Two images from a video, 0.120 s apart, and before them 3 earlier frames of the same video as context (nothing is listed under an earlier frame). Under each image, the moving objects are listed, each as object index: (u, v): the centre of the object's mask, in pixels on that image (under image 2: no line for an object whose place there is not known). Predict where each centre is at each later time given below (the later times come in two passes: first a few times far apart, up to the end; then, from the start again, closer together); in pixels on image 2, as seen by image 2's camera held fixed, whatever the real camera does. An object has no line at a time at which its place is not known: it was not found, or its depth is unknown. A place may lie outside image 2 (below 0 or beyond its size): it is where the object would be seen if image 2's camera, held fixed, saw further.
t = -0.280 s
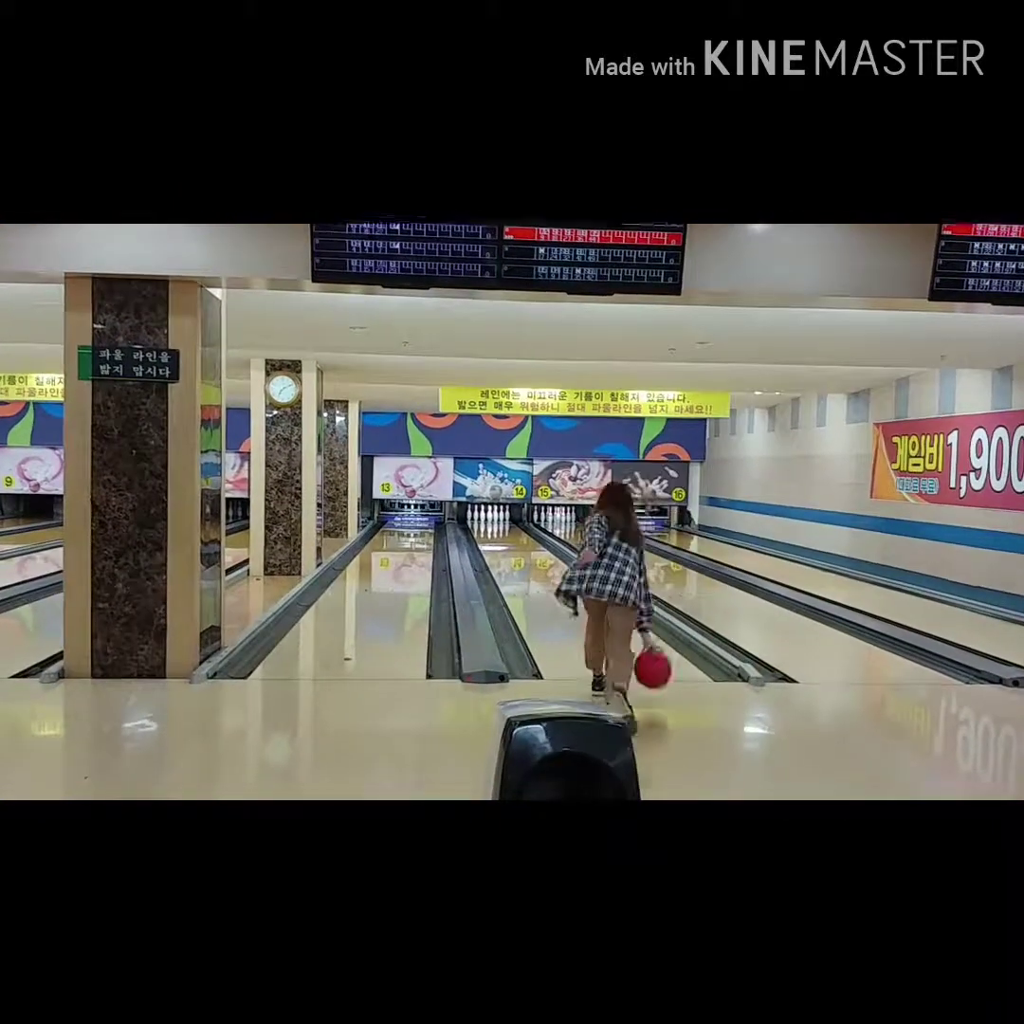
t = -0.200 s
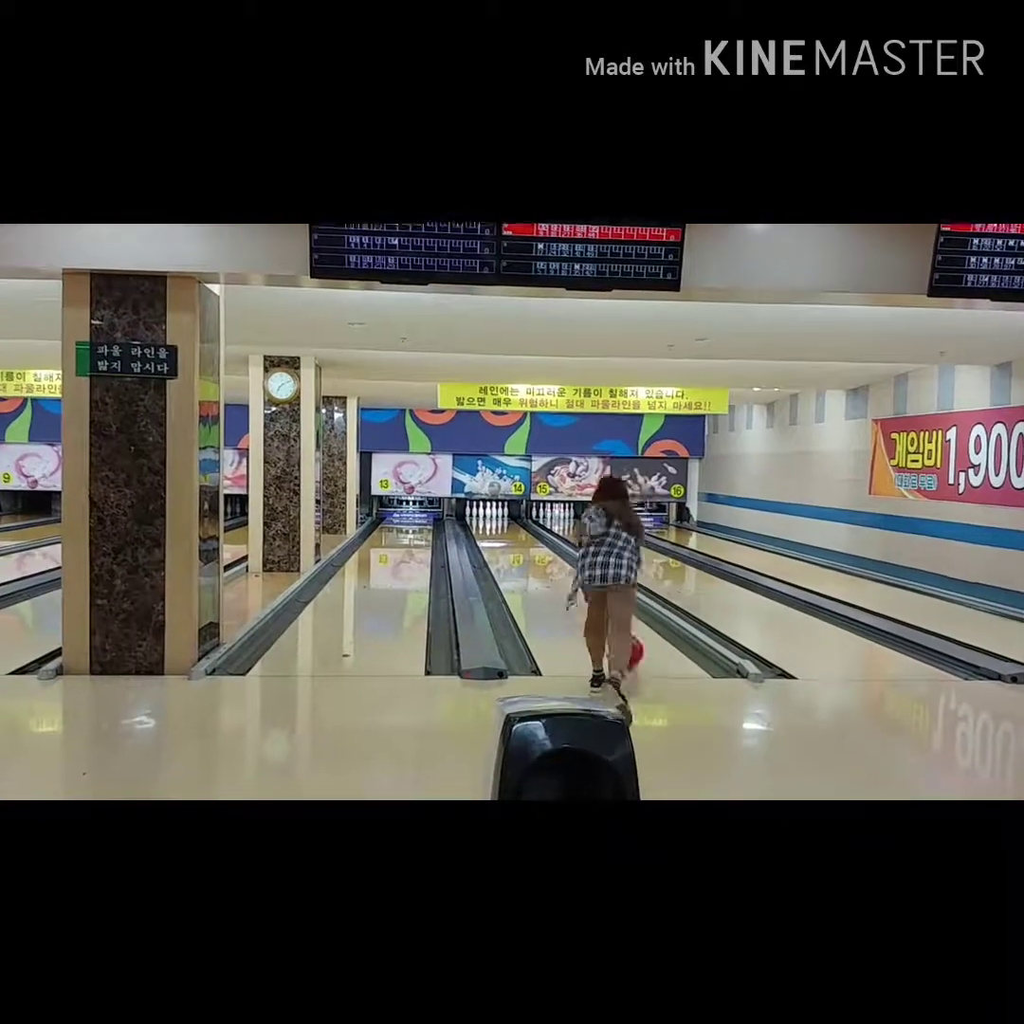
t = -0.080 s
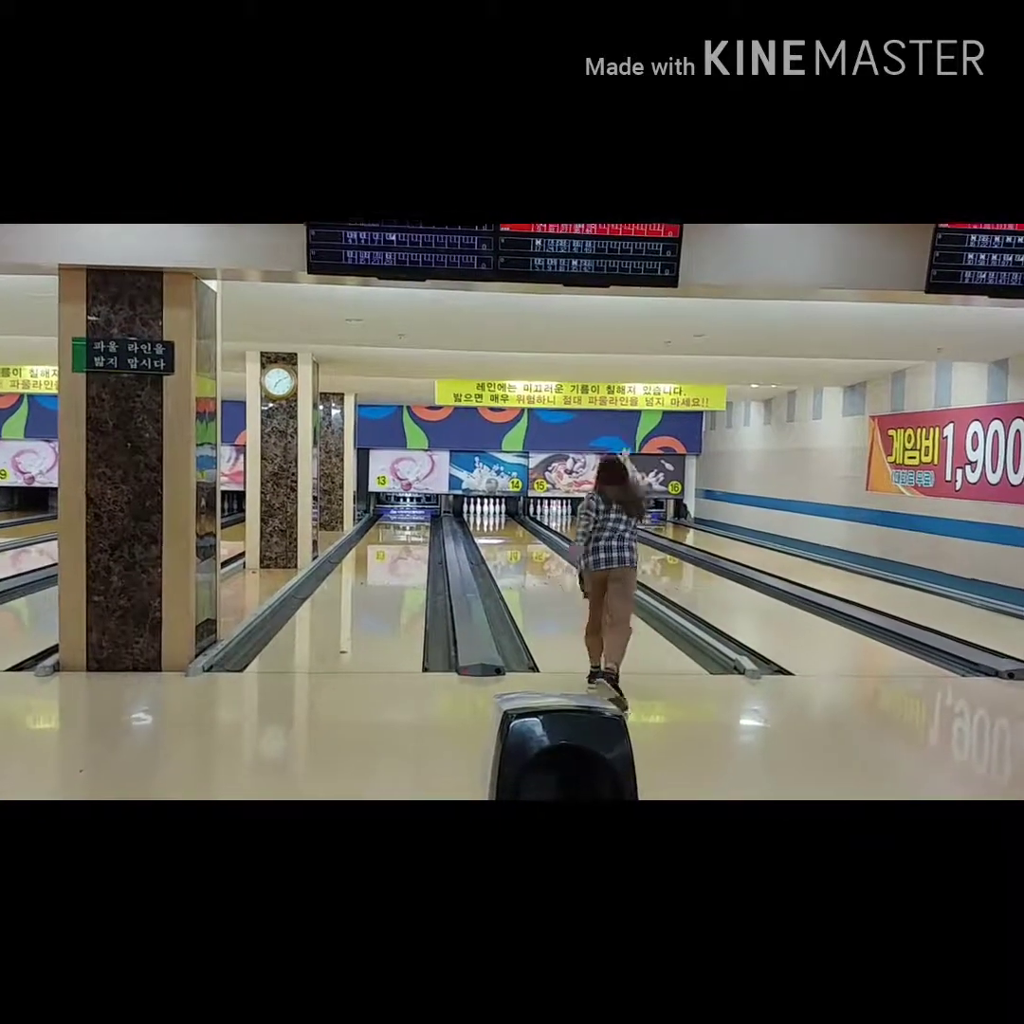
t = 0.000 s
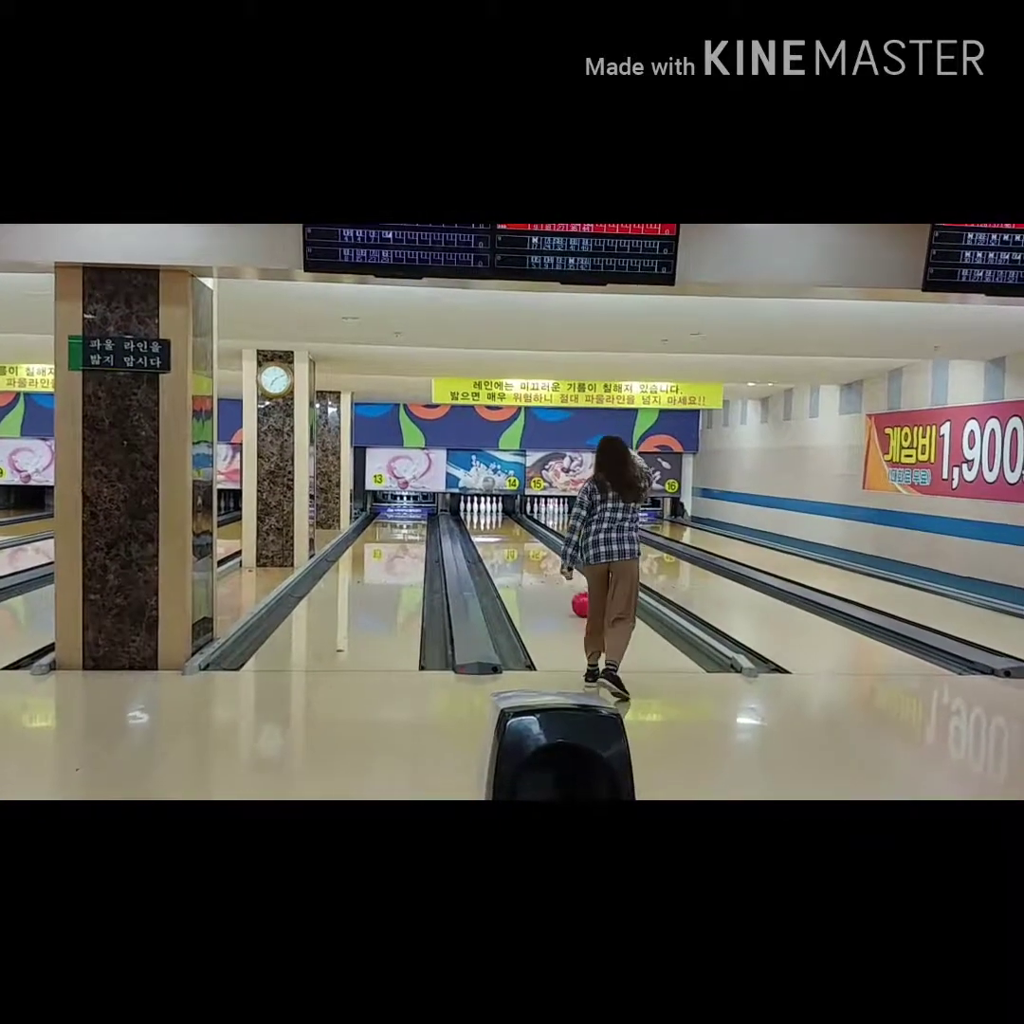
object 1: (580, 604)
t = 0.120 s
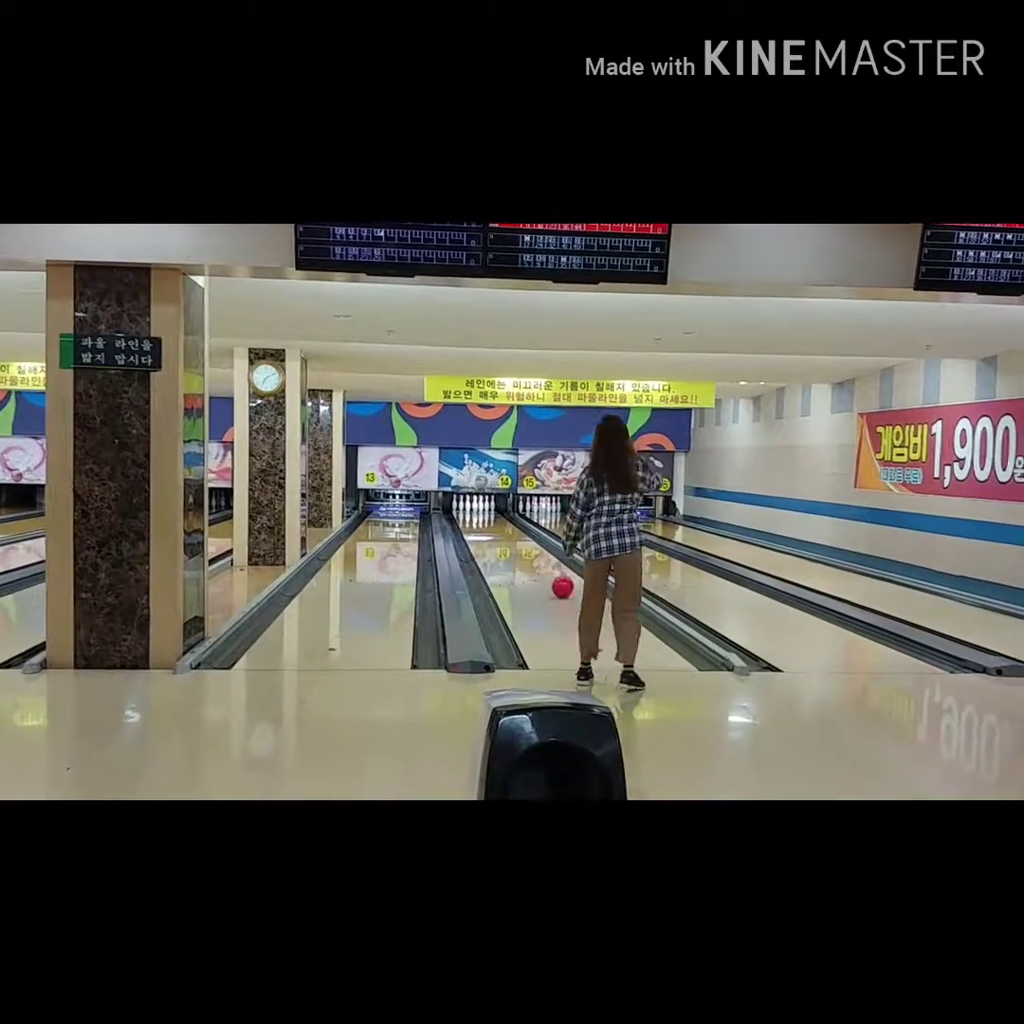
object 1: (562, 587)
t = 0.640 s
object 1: (523, 544)
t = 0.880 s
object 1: (513, 532)
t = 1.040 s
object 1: (508, 526)
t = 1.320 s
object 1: (500, 519)
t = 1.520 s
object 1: (497, 514)
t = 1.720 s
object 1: (494, 512)
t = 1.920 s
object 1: (495, 509)
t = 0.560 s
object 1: (526, 547)
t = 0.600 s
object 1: (524, 545)
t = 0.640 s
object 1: (523, 544)
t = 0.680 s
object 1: (521, 542)
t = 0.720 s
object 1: (519, 539)
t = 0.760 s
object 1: (517, 537)
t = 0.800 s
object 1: (515, 535)
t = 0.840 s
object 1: (514, 534)
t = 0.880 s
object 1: (513, 532)
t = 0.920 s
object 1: (511, 531)
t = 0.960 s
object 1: (509, 528)
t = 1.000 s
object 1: (508, 527)
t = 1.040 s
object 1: (508, 526)
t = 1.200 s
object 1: (502, 521)
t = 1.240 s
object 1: (502, 520)
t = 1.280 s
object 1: (501, 520)
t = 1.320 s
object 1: (500, 519)
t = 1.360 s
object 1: (499, 516)
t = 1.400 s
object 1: (499, 516)
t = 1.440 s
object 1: (498, 516)
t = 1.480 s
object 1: (497, 514)
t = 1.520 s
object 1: (497, 514)
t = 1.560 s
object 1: (497, 514)
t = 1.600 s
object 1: (496, 514)
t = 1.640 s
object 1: (495, 513)
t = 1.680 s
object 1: (495, 514)
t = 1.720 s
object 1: (494, 512)
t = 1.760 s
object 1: (494, 512)
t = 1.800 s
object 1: (492, 511)
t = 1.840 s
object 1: (493, 511)
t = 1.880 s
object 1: (492, 509)
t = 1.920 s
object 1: (495, 509)
